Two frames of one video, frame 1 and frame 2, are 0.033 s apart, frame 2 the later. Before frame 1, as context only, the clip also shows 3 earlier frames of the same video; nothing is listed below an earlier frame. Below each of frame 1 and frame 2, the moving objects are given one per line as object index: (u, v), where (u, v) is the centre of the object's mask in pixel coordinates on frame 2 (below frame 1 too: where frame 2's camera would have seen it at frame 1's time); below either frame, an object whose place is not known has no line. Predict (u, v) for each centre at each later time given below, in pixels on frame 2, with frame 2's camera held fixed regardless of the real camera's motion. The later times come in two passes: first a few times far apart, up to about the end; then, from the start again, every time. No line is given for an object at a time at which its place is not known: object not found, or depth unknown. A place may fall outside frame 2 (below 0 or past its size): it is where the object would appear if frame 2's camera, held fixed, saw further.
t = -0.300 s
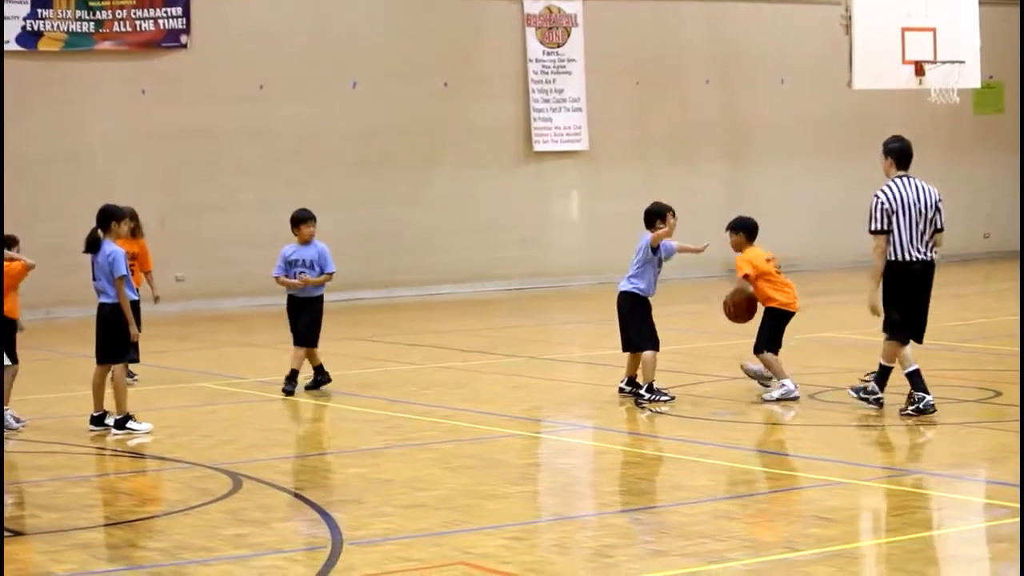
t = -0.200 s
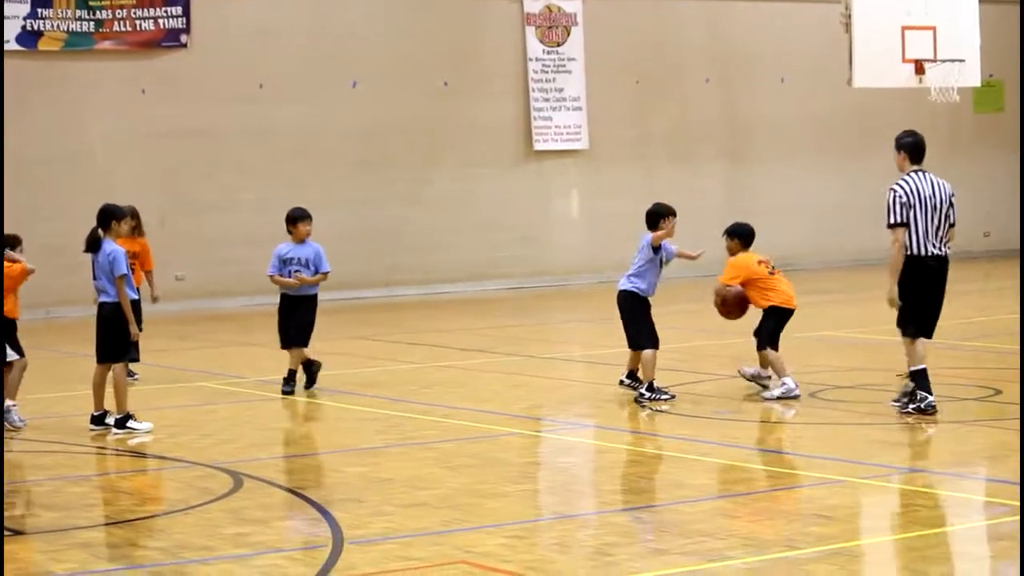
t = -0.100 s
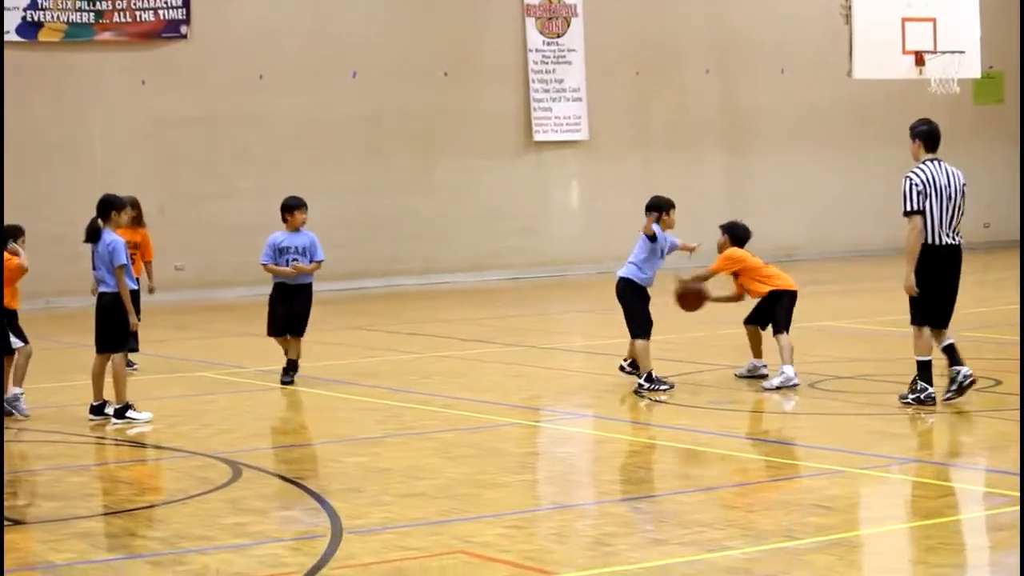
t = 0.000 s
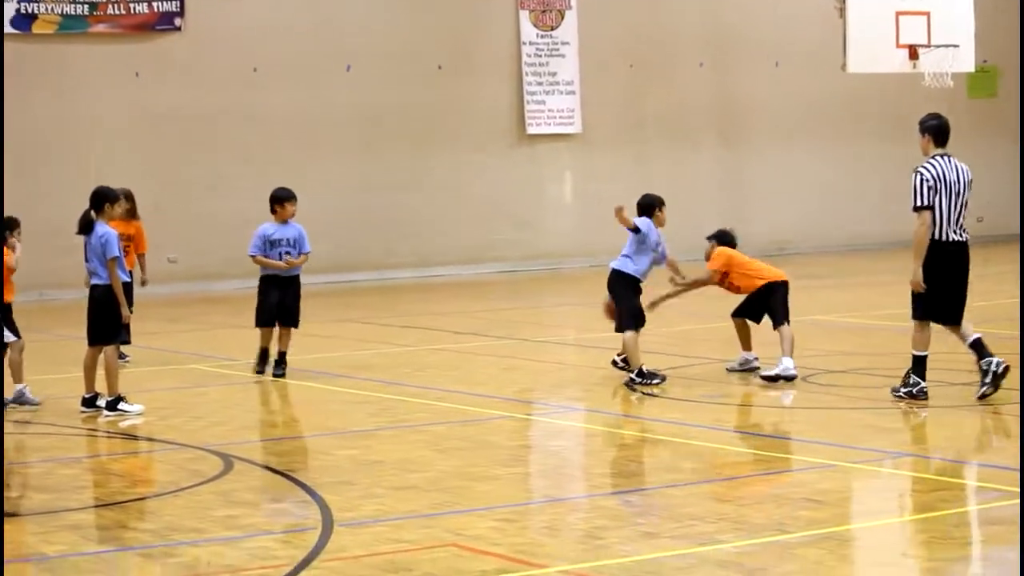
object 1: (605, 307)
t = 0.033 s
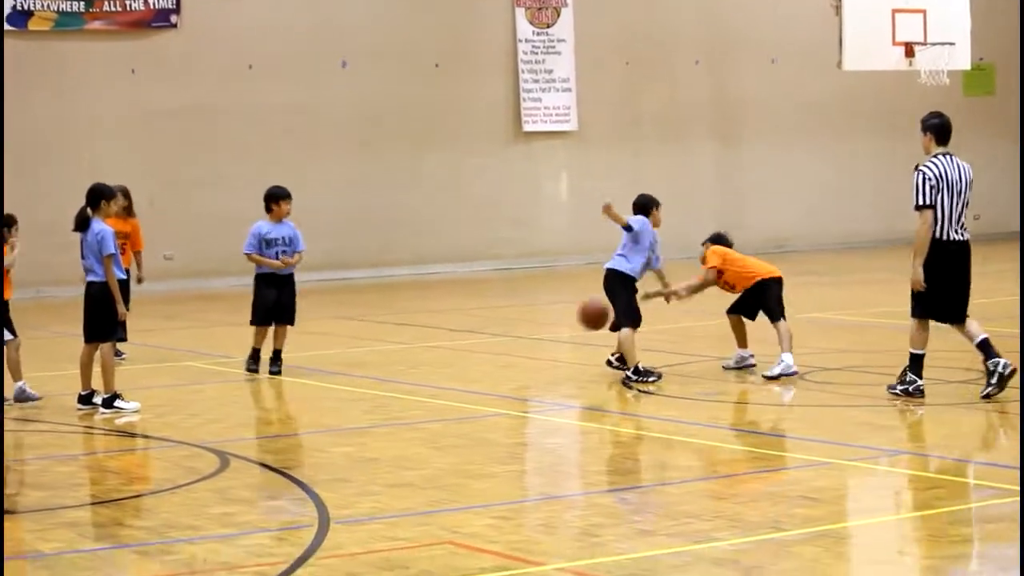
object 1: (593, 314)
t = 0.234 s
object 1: (496, 321)
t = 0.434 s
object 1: (429, 304)
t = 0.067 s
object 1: (572, 325)
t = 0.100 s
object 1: (551, 338)
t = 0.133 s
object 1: (531, 350)
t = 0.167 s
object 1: (519, 339)
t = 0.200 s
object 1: (508, 329)
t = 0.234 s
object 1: (496, 321)
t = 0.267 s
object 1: (485, 315)
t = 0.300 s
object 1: (474, 310)
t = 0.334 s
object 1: (462, 306)
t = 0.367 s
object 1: (451, 304)
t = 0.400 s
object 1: (440, 304)
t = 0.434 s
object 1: (429, 304)
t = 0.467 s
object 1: (418, 306)
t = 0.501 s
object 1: (407, 309)
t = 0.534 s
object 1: (397, 314)
